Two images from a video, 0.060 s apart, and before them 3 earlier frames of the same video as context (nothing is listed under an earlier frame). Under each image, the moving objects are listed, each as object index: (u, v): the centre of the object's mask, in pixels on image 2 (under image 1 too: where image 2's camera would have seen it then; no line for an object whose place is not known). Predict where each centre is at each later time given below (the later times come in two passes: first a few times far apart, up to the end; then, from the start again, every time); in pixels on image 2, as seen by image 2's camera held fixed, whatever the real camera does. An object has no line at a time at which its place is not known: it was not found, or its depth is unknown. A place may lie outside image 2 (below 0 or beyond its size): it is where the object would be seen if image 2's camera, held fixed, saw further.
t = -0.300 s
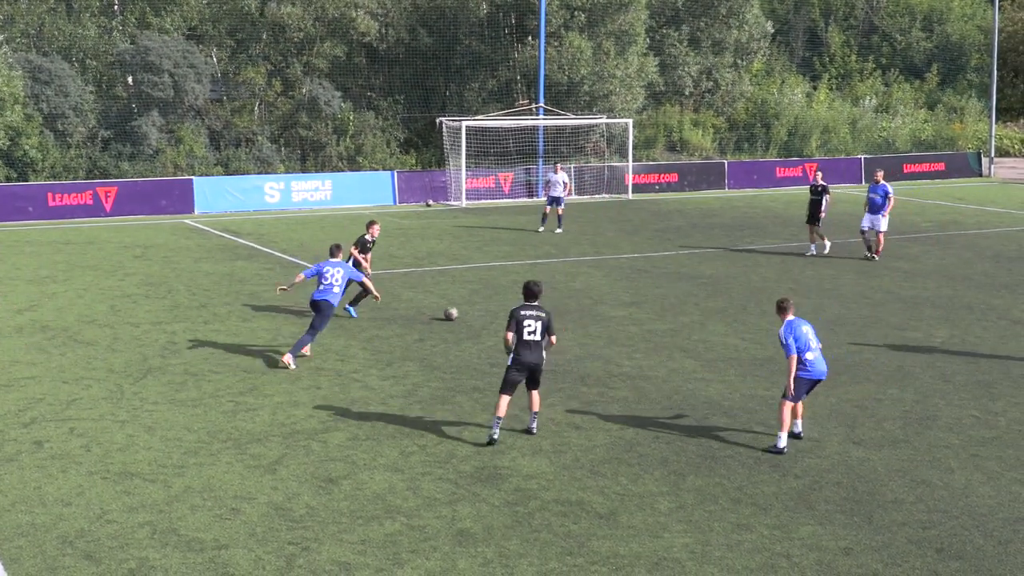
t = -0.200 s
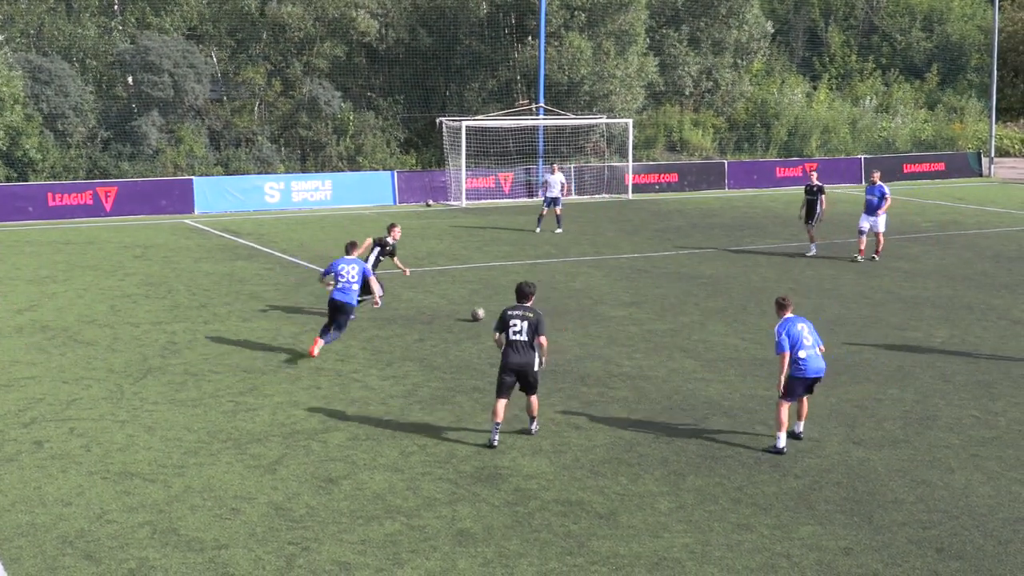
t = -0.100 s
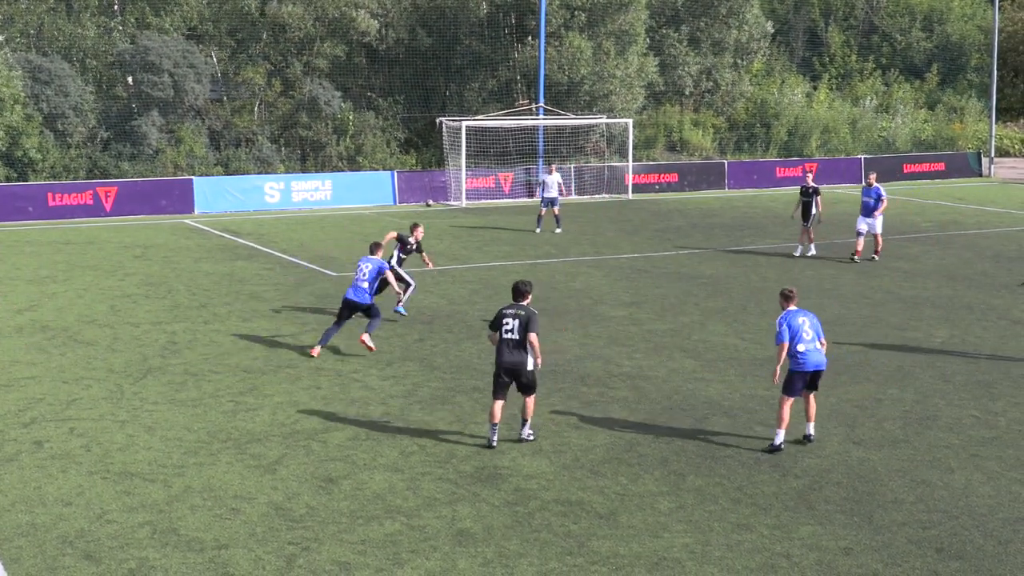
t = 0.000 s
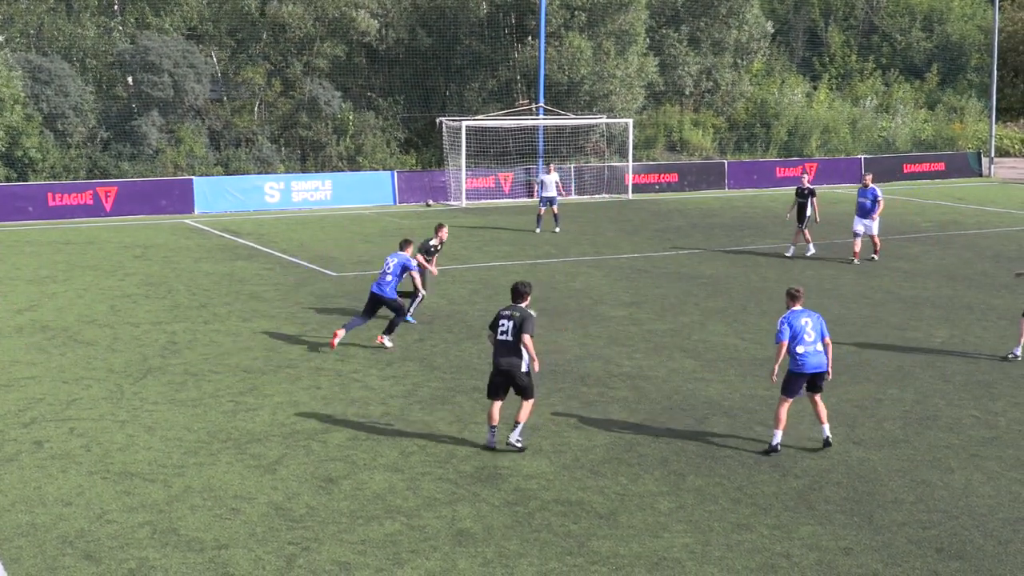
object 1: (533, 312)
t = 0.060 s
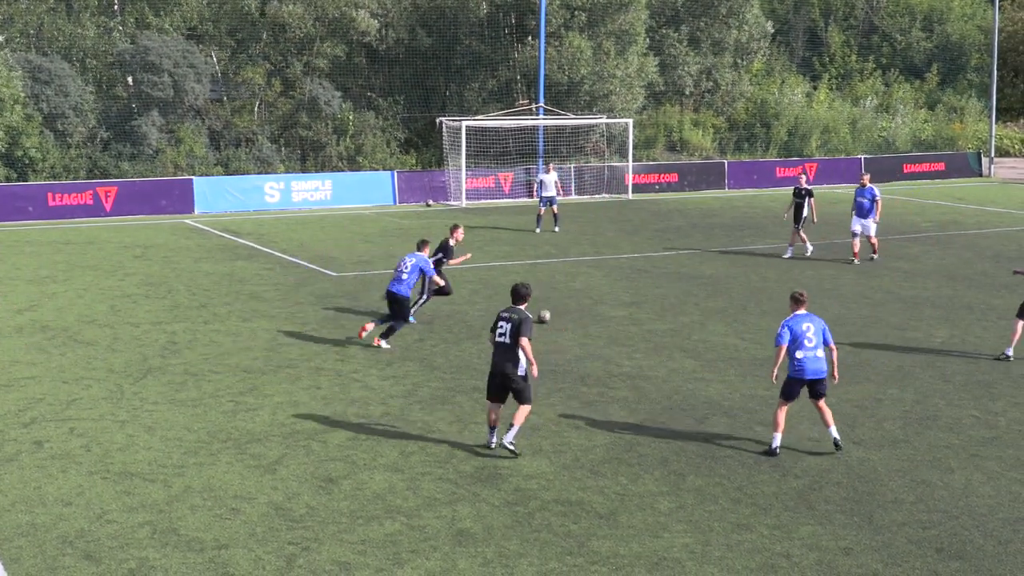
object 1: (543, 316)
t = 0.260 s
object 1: (592, 317)
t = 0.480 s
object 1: (643, 318)
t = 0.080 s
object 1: (548, 316)
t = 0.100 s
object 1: (553, 316)
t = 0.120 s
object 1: (558, 316)
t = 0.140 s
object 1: (563, 317)
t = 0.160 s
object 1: (568, 317)
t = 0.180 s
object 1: (573, 316)
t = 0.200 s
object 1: (577, 317)
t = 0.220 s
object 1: (582, 317)
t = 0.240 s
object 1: (586, 317)
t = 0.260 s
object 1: (592, 317)
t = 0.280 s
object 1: (596, 317)
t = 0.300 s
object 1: (601, 317)
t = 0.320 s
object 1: (606, 317)
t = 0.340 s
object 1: (611, 317)
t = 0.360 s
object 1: (616, 317)
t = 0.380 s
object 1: (620, 317)
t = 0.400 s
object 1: (625, 317)
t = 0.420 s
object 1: (630, 317)
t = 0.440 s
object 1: (634, 318)
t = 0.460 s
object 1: (639, 318)
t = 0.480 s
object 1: (643, 318)
